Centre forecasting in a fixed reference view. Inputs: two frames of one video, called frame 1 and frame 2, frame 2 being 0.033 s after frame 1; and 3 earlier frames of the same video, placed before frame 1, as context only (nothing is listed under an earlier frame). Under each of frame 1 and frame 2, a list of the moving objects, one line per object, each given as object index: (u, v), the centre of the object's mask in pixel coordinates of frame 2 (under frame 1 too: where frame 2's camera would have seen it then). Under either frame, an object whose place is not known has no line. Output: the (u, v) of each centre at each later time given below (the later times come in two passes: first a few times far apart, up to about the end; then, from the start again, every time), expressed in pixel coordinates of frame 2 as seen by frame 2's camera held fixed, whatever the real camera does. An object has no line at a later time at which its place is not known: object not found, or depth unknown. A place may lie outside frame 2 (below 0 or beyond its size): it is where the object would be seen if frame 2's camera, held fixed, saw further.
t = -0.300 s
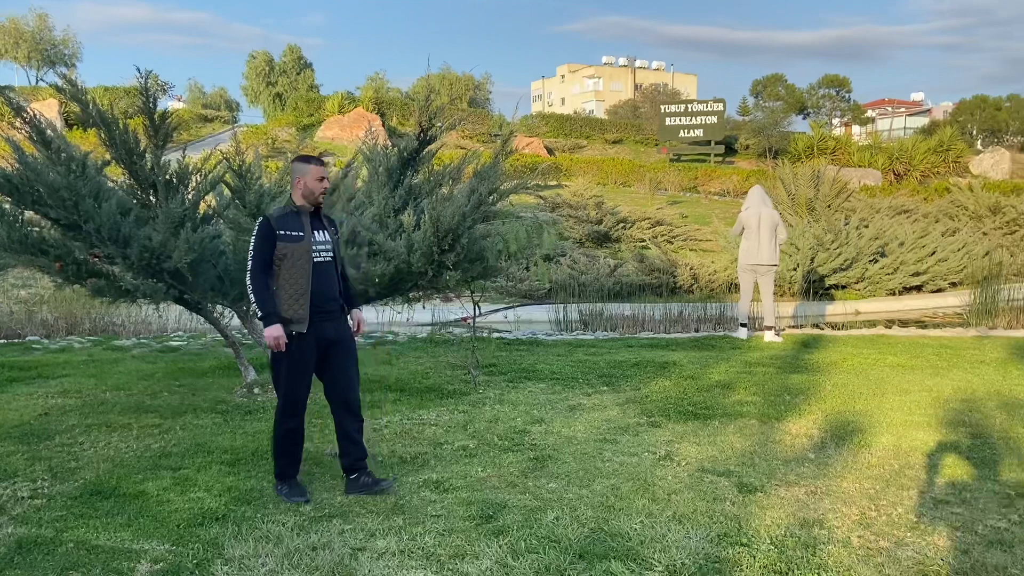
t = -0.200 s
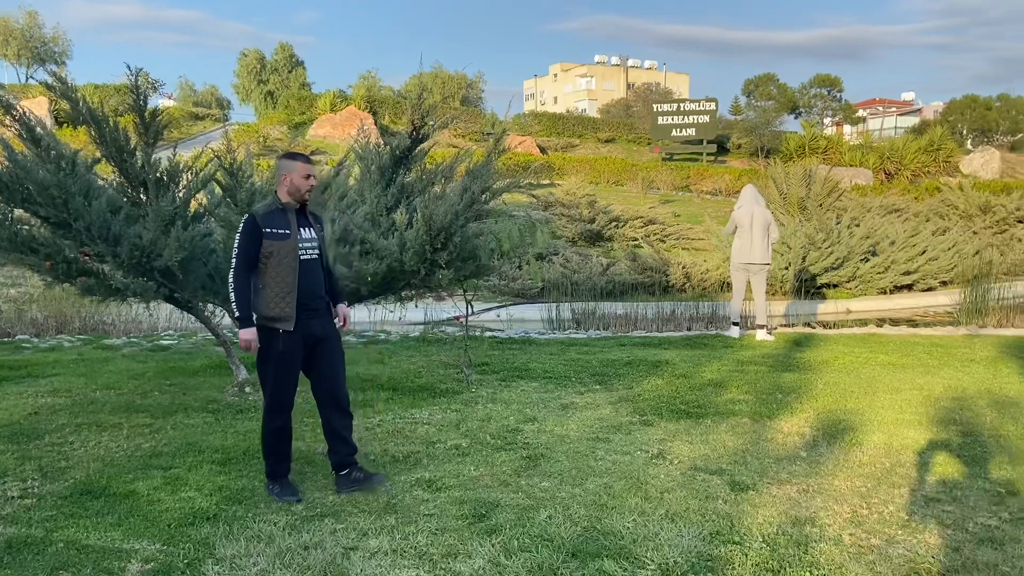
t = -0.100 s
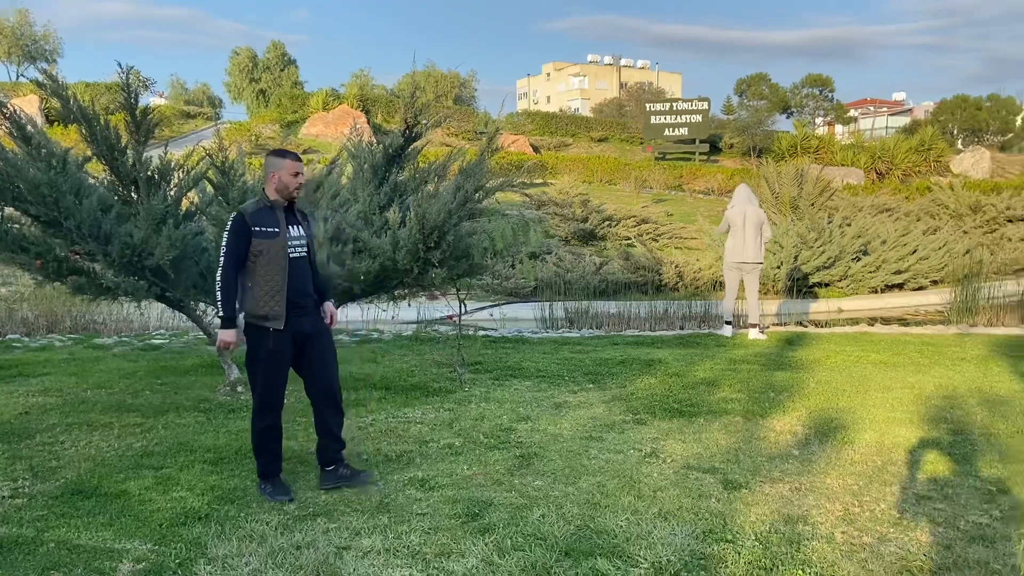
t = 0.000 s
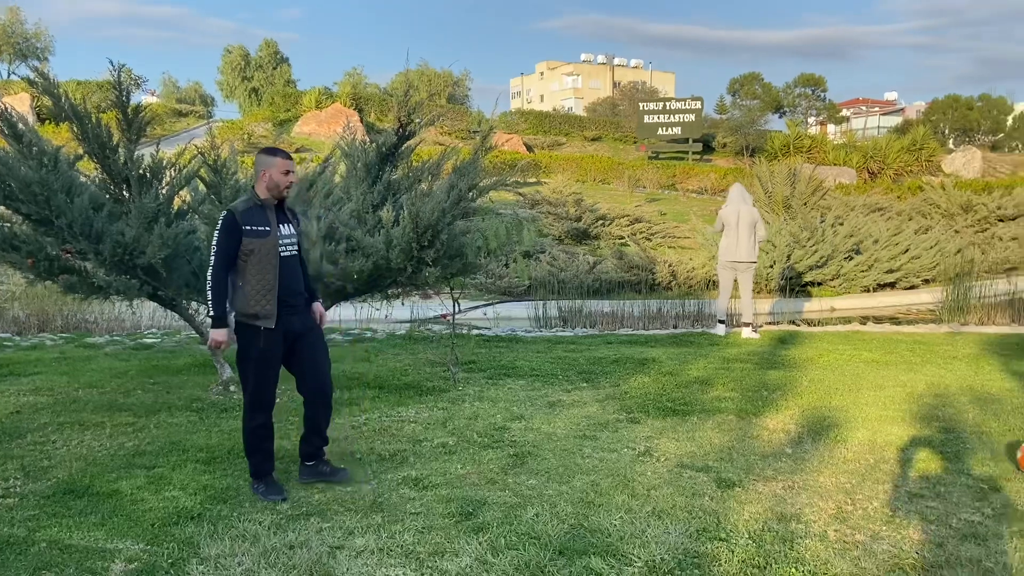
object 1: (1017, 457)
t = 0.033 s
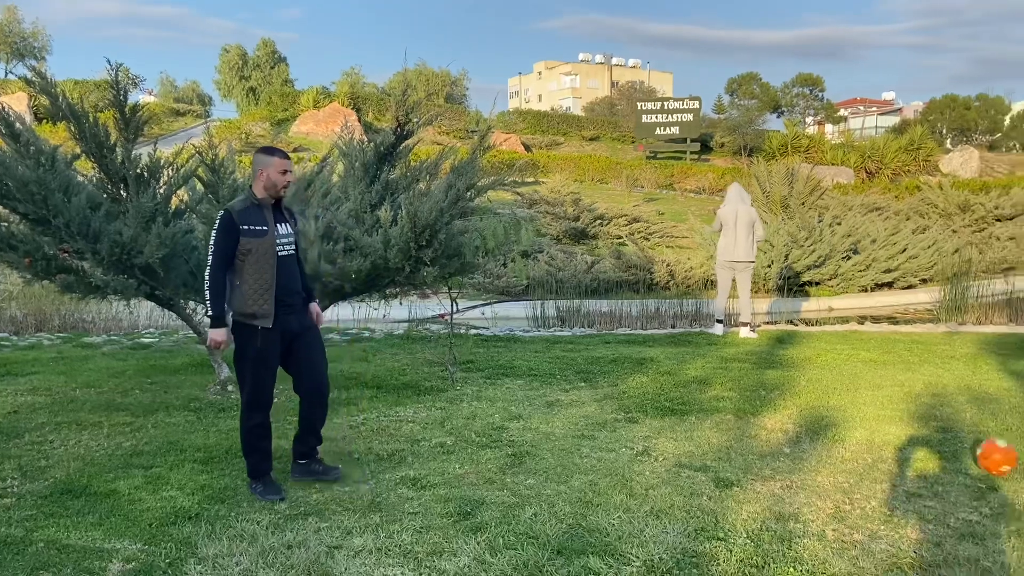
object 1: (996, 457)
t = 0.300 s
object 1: (759, 459)
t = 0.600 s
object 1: (604, 449)
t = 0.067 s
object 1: (959, 458)
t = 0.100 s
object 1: (921, 461)
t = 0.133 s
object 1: (885, 465)
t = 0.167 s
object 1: (857, 464)
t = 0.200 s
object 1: (834, 460)
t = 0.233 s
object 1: (807, 458)
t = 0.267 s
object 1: (783, 458)
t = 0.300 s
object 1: (759, 459)
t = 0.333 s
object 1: (738, 460)
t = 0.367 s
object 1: (720, 457)
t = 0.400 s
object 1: (702, 454)
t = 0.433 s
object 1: (686, 451)
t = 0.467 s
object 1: (668, 452)
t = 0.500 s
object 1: (651, 454)
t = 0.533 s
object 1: (637, 452)
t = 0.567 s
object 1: (621, 450)
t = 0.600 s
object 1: (604, 449)
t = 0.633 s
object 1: (588, 450)
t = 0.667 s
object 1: (572, 451)
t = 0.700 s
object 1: (558, 449)
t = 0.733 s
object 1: (544, 448)
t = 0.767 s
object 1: (528, 448)
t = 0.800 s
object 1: (515, 447)
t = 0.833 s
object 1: (501, 445)
